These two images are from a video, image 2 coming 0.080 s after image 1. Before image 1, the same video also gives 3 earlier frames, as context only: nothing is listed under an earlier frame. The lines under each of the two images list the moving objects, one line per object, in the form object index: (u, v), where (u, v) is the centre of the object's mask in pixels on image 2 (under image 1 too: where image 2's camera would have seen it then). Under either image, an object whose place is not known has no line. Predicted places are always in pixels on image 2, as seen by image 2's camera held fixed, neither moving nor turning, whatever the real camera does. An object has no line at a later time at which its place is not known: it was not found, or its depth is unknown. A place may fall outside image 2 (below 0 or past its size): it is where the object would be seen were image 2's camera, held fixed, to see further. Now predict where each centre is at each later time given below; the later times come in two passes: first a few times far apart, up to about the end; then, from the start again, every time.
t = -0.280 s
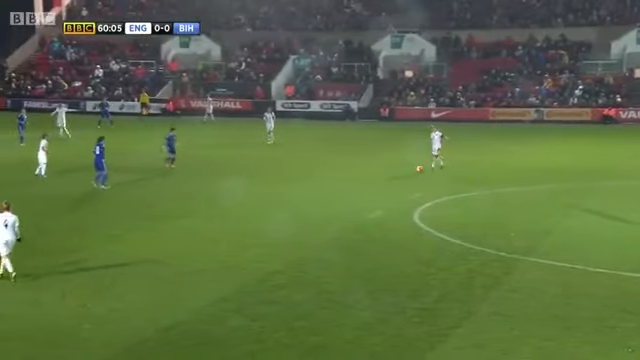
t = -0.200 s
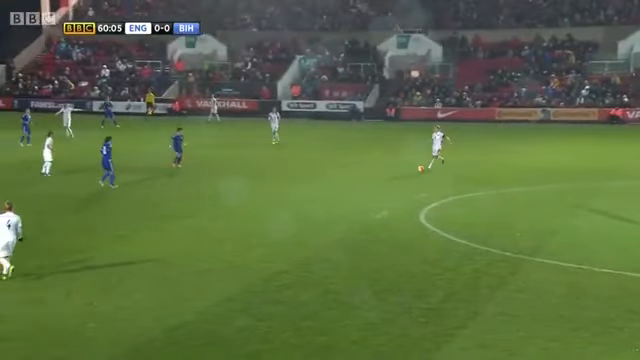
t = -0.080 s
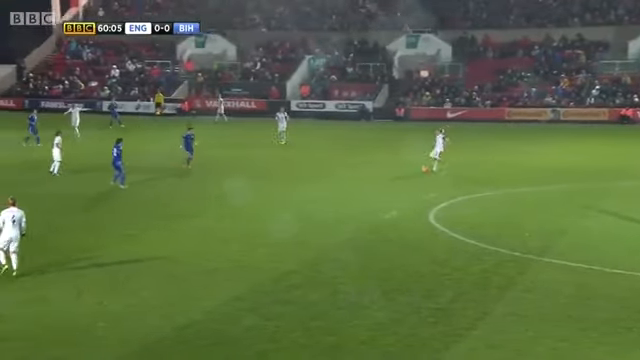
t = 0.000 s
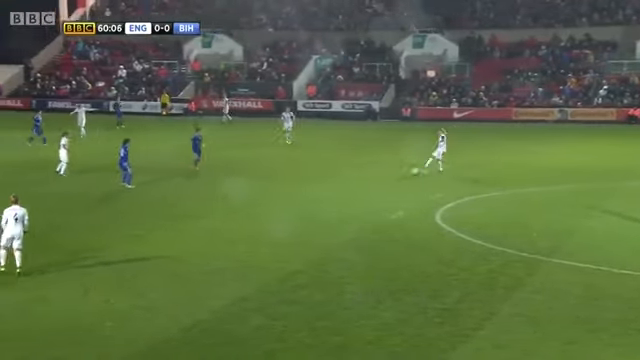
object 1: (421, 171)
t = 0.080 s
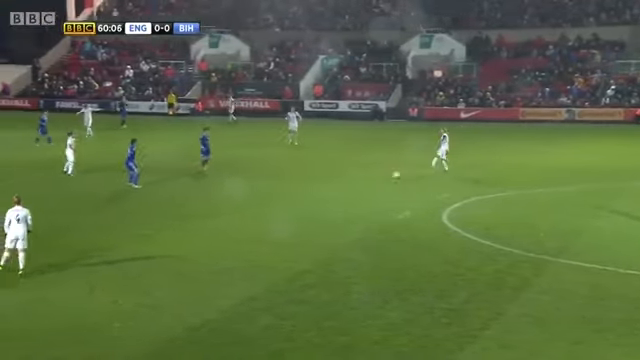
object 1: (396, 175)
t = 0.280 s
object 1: (335, 182)
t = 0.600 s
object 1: (248, 196)
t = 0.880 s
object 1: (175, 209)
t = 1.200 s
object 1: (100, 225)
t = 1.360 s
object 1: (64, 234)
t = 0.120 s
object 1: (384, 177)
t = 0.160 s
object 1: (371, 178)
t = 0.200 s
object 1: (360, 179)
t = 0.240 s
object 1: (347, 181)
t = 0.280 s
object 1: (335, 182)
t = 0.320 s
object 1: (325, 184)
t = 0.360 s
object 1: (313, 187)
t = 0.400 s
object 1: (302, 188)
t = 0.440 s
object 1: (292, 189)
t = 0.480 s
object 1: (280, 191)
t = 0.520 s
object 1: (269, 193)
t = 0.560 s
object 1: (259, 194)
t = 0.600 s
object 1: (248, 196)
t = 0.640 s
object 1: (237, 197)
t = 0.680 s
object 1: (226, 200)
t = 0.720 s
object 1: (216, 201)
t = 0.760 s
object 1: (207, 203)
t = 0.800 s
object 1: (196, 206)
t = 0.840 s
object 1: (185, 208)
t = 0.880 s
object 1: (175, 209)
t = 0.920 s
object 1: (166, 211)
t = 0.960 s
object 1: (156, 213)
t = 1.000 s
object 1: (146, 215)
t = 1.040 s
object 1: (136, 217)
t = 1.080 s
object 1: (127, 220)
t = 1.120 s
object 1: (117, 222)
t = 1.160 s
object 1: (109, 223)
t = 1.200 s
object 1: (100, 225)
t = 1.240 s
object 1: (91, 228)
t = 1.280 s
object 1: (83, 229)
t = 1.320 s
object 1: (73, 231)
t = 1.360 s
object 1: (64, 234)
